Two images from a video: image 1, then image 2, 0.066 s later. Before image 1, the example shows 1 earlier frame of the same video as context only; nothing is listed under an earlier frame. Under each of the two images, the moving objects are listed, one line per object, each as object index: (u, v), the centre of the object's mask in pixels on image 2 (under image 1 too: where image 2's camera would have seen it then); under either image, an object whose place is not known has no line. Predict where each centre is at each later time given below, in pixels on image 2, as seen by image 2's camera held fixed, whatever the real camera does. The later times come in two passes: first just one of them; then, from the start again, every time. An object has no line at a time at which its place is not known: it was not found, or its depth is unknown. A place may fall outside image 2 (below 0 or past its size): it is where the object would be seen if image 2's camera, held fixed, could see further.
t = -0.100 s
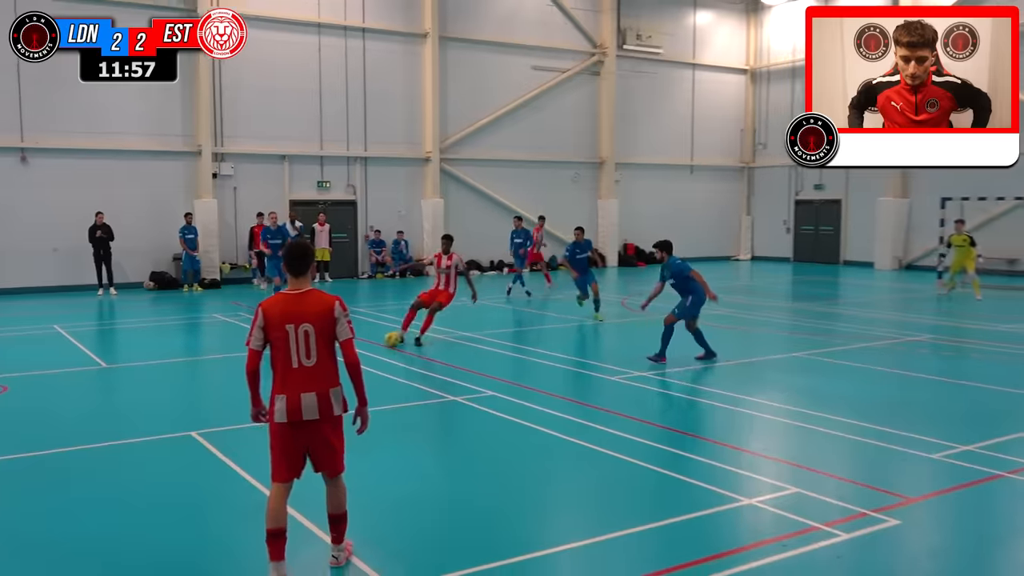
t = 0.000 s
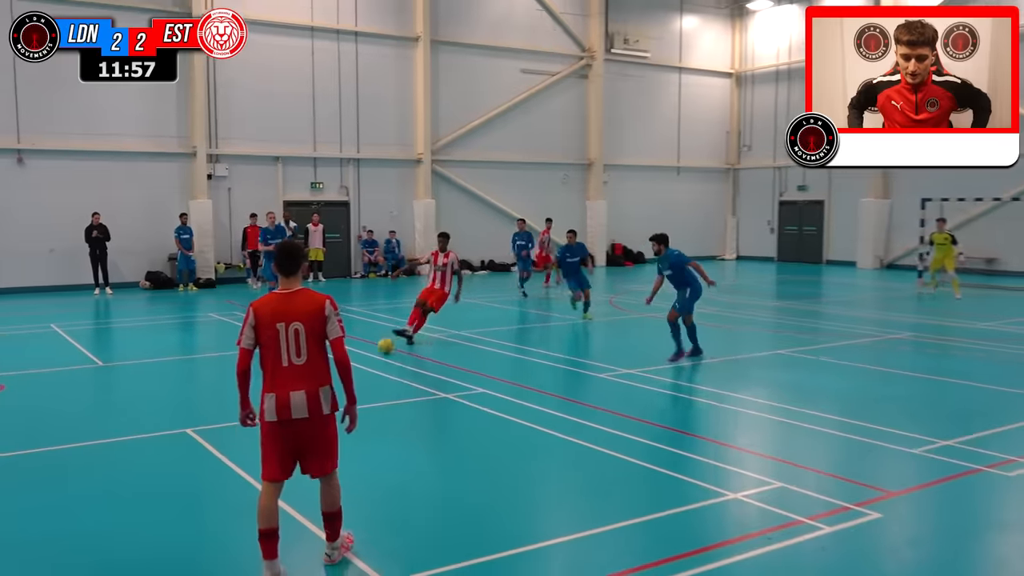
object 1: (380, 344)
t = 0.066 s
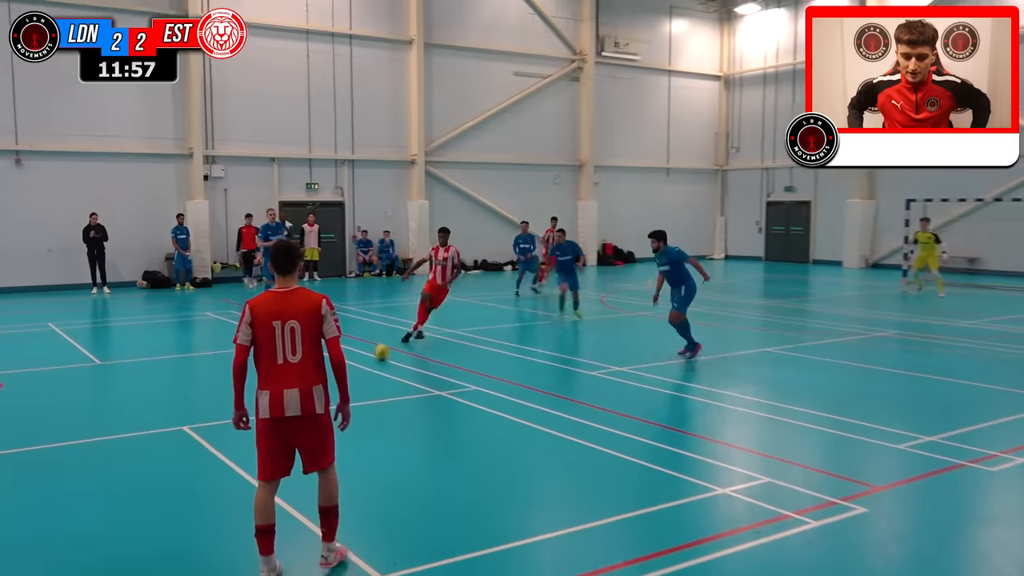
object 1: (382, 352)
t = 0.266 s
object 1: (385, 372)
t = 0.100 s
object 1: (382, 353)
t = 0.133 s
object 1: (382, 358)
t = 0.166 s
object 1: (383, 362)
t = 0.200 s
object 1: (384, 364)
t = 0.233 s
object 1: (384, 368)
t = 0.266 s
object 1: (385, 372)
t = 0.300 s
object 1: (385, 373)
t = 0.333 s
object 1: (386, 379)
